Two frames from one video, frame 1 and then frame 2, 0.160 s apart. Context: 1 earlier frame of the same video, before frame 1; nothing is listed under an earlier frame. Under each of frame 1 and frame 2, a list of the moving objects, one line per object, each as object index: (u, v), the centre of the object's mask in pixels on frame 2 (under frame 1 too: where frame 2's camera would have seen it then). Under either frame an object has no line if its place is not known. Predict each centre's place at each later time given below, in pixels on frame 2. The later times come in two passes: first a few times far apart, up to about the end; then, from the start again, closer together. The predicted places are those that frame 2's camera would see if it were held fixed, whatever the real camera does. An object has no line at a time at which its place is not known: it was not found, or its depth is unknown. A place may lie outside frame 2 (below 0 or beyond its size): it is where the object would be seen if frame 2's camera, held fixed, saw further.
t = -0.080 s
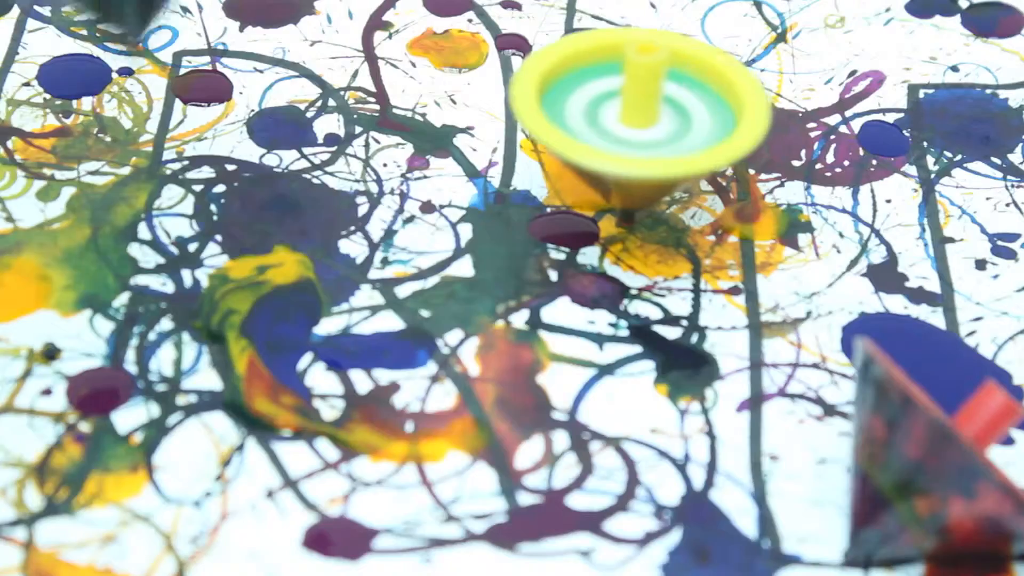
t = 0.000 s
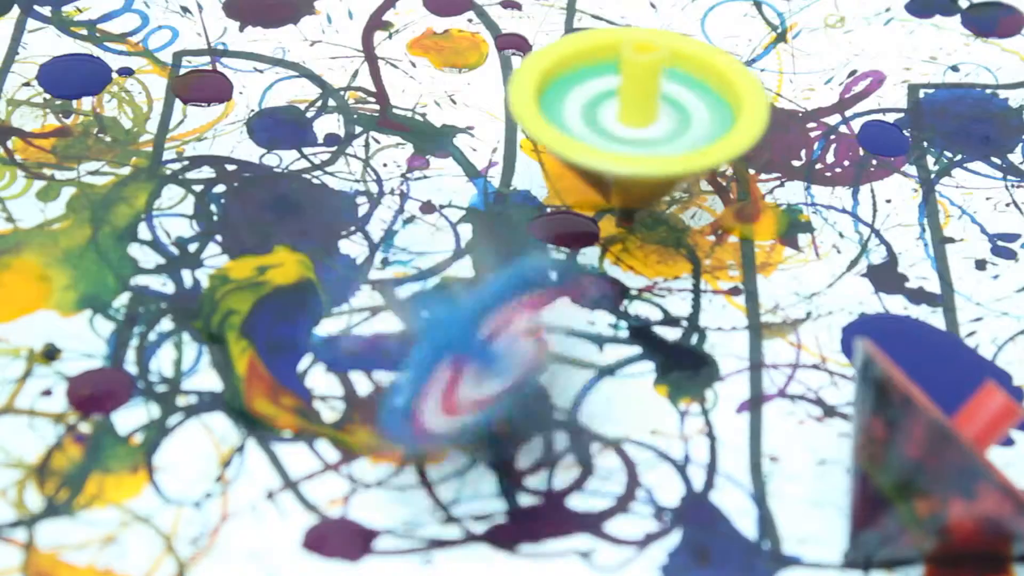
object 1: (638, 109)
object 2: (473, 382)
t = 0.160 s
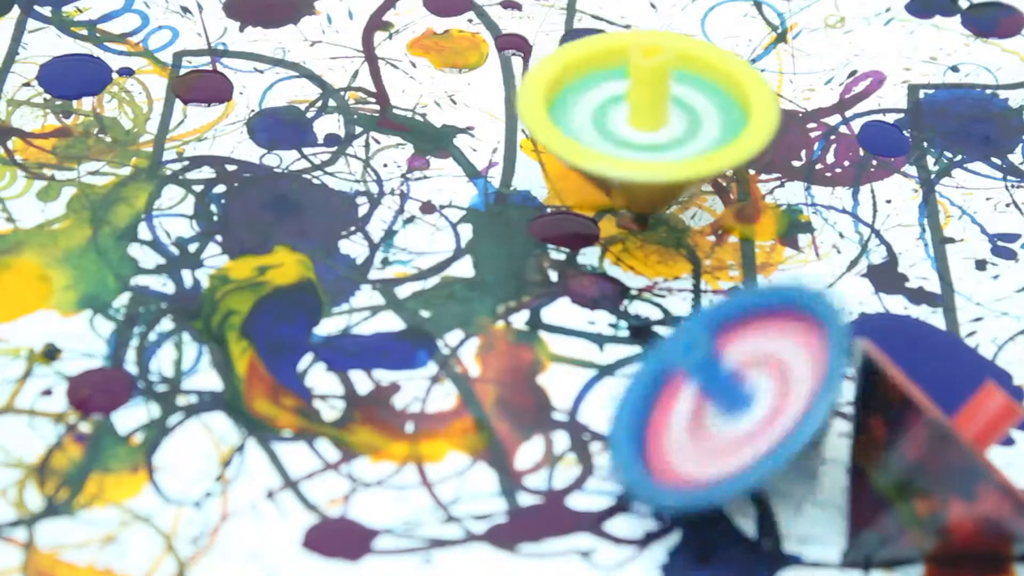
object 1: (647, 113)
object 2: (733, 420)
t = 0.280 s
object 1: (644, 112)
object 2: (729, 312)
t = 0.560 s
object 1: (391, 107)
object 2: (631, 144)
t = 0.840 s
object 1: (167, 137)
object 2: (460, 93)
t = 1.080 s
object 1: (40, 292)
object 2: (337, 197)
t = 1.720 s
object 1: (45, 352)
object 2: (423, 327)
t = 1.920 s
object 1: (94, 275)
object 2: (458, 248)
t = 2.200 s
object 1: (87, 158)
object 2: (345, 163)
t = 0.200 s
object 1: (647, 113)
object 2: (737, 378)
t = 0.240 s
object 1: (647, 113)
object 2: (735, 340)
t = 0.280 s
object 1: (644, 112)
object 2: (729, 312)
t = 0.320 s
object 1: (606, 93)
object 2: (731, 279)
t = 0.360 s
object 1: (572, 84)
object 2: (734, 255)
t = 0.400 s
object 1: (512, 86)
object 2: (738, 231)
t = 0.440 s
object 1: (475, 92)
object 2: (712, 196)
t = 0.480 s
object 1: (460, 97)
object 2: (678, 181)
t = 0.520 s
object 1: (411, 107)
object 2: (661, 162)
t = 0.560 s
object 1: (391, 107)
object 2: (631, 144)
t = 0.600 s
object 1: (365, 113)
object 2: (615, 126)
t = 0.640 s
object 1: (322, 122)
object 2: (592, 109)
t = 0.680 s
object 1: (298, 124)
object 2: (564, 99)
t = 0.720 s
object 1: (276, 123)
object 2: (531, 99)
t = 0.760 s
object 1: (245, 127)
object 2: (506, 95)
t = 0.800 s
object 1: (202, 133)
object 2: (488, 87)
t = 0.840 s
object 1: (167, 137)
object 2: (460, 93)
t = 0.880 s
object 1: (132, 143)
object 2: (433, 100)
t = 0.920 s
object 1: (101, 155)
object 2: (405, 121)
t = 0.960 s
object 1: (74, 183)
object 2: (383, 141)
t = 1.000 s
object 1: (59, 219)
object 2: (365, 158)
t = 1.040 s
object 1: (48, 252)
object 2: (348, 176)
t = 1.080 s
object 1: (40, 292)
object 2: (337, 197)
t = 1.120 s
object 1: (34, 314)
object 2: (330, 215)
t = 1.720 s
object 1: (45, 352)
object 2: (423, 327)
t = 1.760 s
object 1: (51, 341)
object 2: (445, 320)
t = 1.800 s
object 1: (63, 326)
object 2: (454, 293)
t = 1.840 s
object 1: (75, 311)
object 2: (470, 281)
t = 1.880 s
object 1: (85, 295)
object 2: (462, 259)
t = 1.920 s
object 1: (94, 275)
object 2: (458, 248)
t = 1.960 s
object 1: (100, 253)
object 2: (451, 232)
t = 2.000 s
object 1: (101, 233)
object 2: (432, 217)
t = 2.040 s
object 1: (106, 219)
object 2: (407, 201)
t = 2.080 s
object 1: (111, 203)
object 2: (386, 192)
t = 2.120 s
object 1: (114, 185)
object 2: (357, 185)
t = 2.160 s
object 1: (109, 167)
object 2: (343, 180)
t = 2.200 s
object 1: (87, 158)
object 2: (345, 163)
